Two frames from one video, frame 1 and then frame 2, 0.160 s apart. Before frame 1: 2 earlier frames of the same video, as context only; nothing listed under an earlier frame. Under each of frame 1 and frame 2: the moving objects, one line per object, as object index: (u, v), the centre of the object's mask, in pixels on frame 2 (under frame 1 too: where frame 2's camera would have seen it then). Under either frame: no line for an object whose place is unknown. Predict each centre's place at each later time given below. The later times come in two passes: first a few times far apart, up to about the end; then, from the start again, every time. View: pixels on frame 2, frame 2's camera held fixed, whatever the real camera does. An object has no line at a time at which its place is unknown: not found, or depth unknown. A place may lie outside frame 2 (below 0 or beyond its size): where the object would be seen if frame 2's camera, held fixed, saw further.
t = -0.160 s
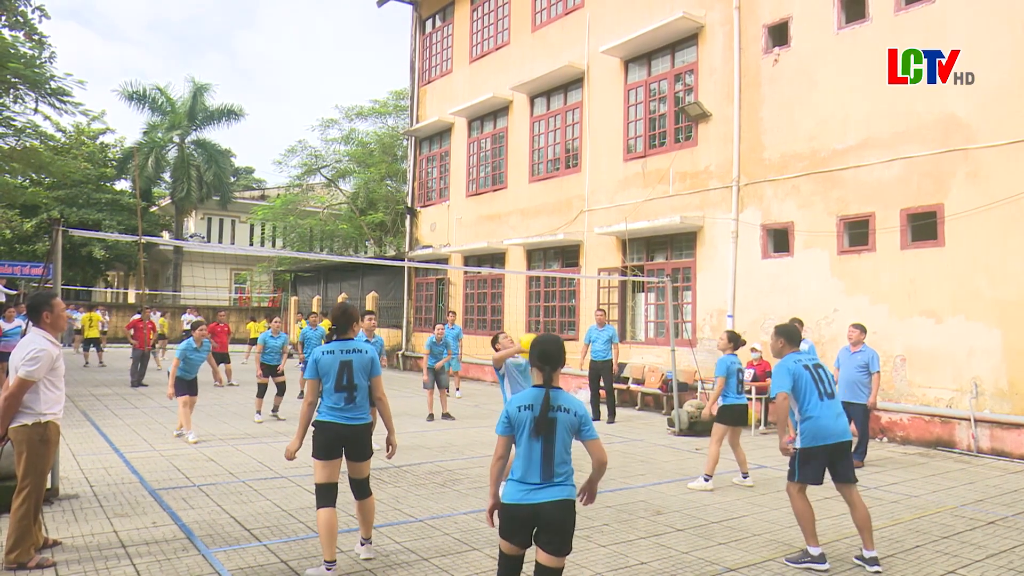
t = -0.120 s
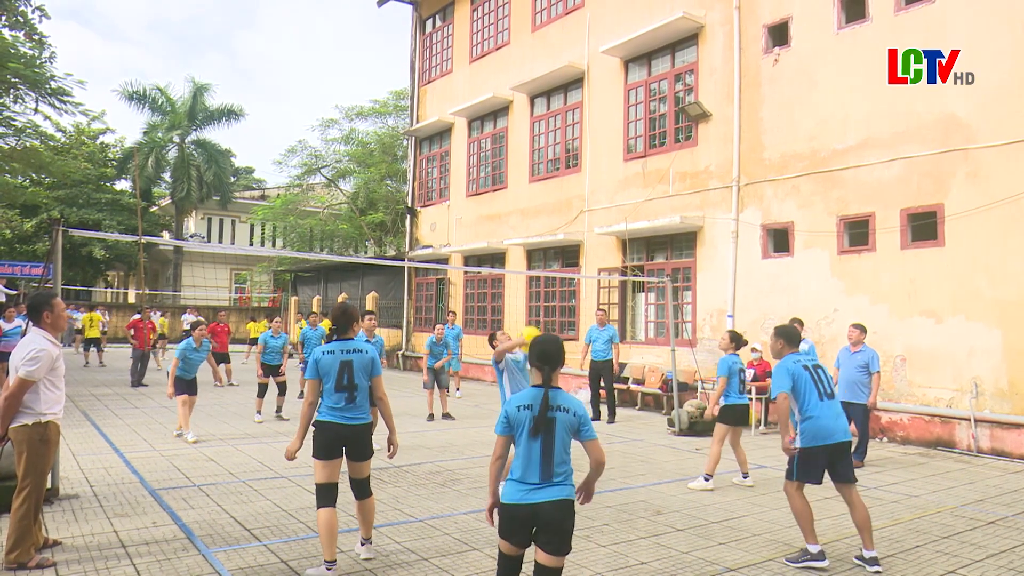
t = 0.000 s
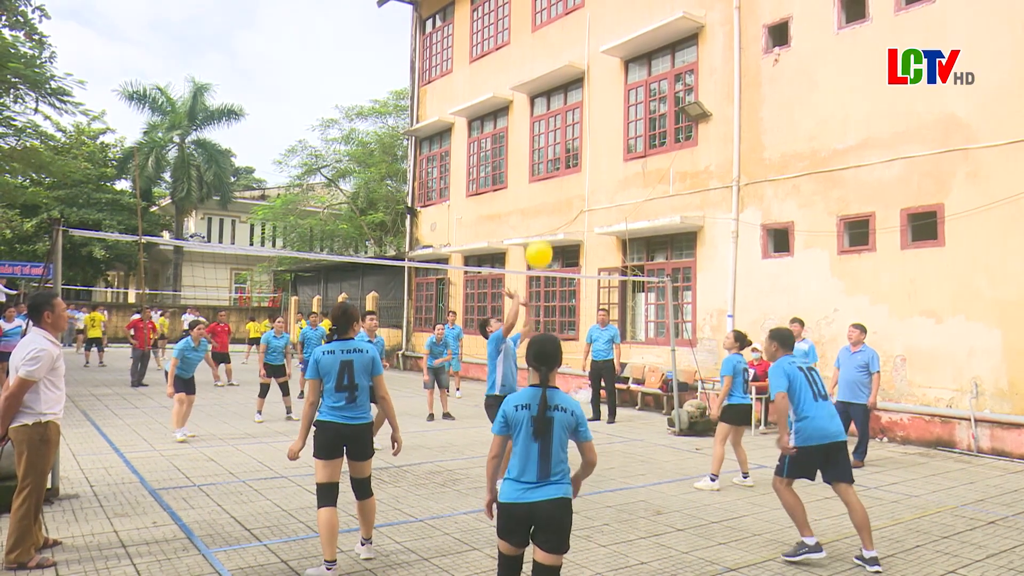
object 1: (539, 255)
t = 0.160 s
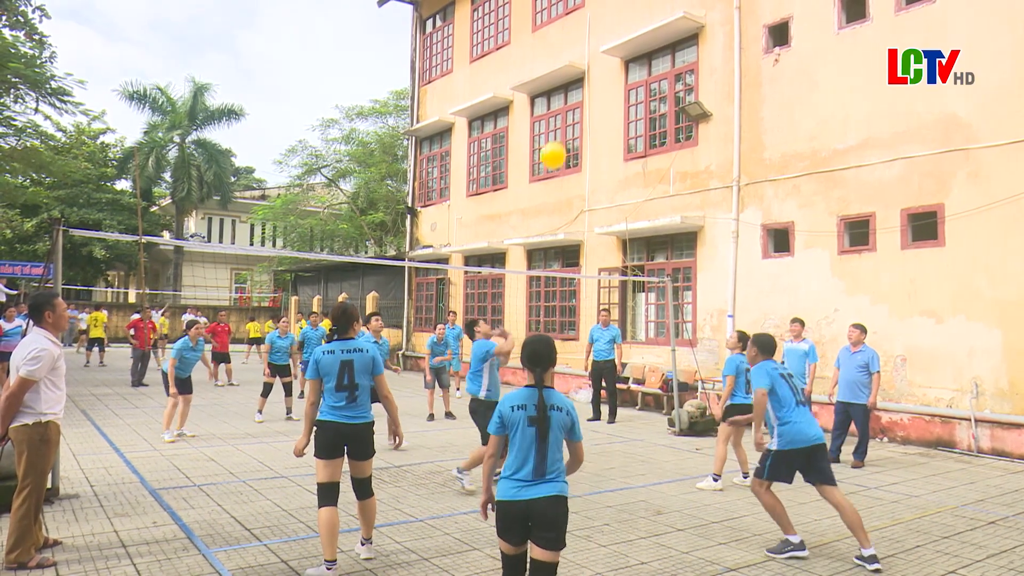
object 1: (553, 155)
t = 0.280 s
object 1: (563, 102)
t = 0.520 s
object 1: (581, 46)
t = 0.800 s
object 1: (598, 49)
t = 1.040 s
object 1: (611, 106)
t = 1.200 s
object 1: (618, 169)
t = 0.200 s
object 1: (556, 135)
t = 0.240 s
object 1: (560, 118)
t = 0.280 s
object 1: (563, 102)
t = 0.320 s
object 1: (566, 89)
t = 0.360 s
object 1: (569, 77)
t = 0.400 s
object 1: (572, 68)
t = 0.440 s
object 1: (576, 59)
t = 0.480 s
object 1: (578, 51)
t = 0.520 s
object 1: (581, 46)
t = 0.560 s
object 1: (583, 42)
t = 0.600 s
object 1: (586, 40)
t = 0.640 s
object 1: (589, 39)
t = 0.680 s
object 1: (591, 40)
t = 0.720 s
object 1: (593, 41)
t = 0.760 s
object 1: (595, 45)
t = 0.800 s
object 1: (598, 49)
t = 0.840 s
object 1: (600, 55)
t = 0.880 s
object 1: (602, 63)
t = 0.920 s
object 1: (605, 72)
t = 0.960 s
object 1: (607, 81)
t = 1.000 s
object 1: (609, 93)
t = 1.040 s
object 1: (611, 106)
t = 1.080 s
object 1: (612, 120)
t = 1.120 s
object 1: (614, 135)
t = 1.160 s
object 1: (616, 152)
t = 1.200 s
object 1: (618, 169)
